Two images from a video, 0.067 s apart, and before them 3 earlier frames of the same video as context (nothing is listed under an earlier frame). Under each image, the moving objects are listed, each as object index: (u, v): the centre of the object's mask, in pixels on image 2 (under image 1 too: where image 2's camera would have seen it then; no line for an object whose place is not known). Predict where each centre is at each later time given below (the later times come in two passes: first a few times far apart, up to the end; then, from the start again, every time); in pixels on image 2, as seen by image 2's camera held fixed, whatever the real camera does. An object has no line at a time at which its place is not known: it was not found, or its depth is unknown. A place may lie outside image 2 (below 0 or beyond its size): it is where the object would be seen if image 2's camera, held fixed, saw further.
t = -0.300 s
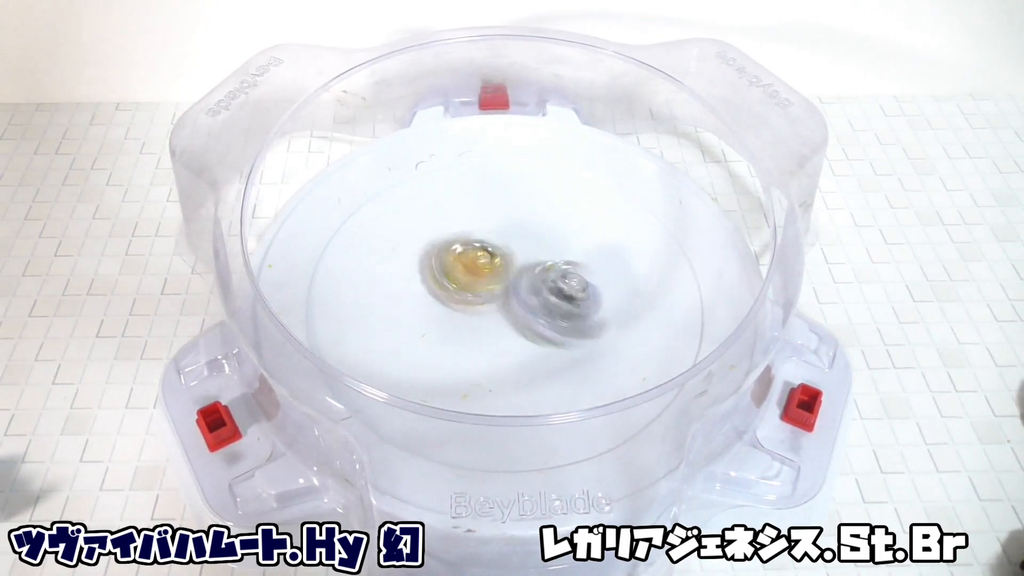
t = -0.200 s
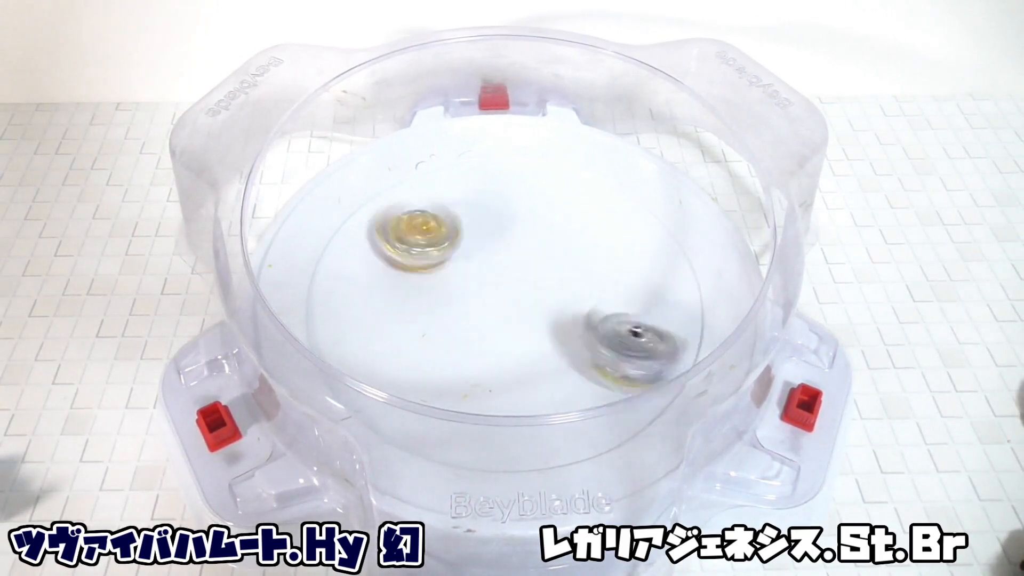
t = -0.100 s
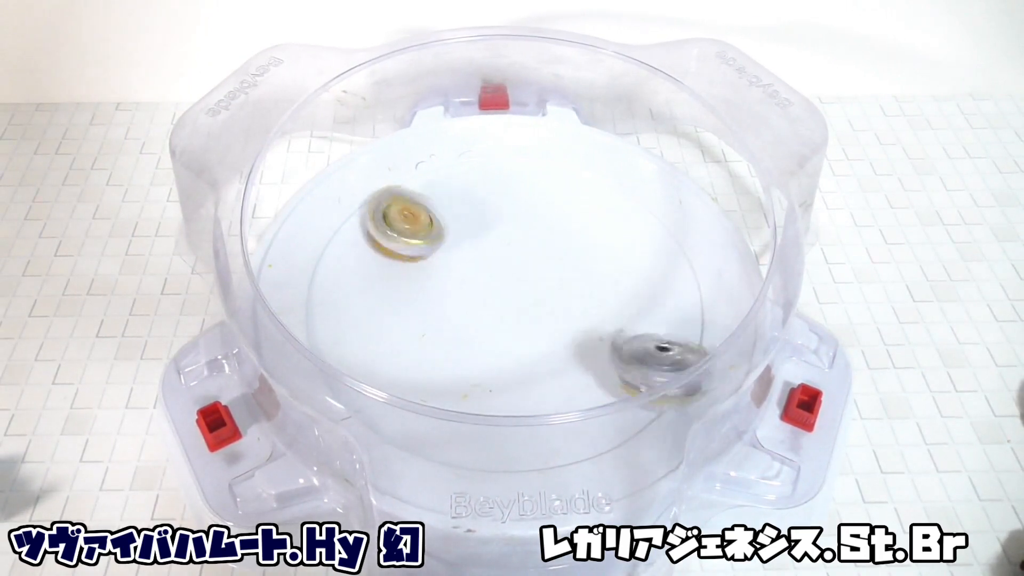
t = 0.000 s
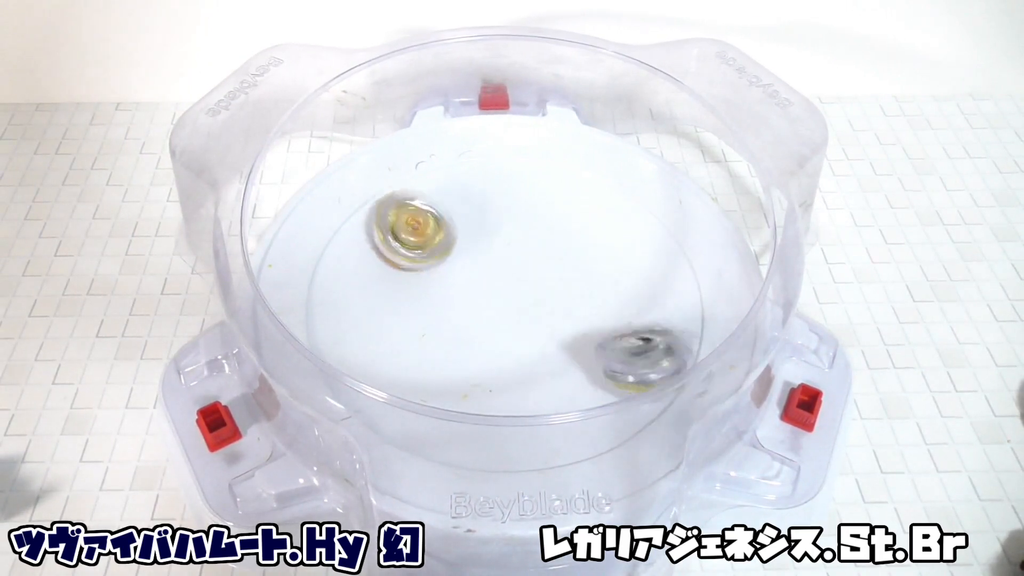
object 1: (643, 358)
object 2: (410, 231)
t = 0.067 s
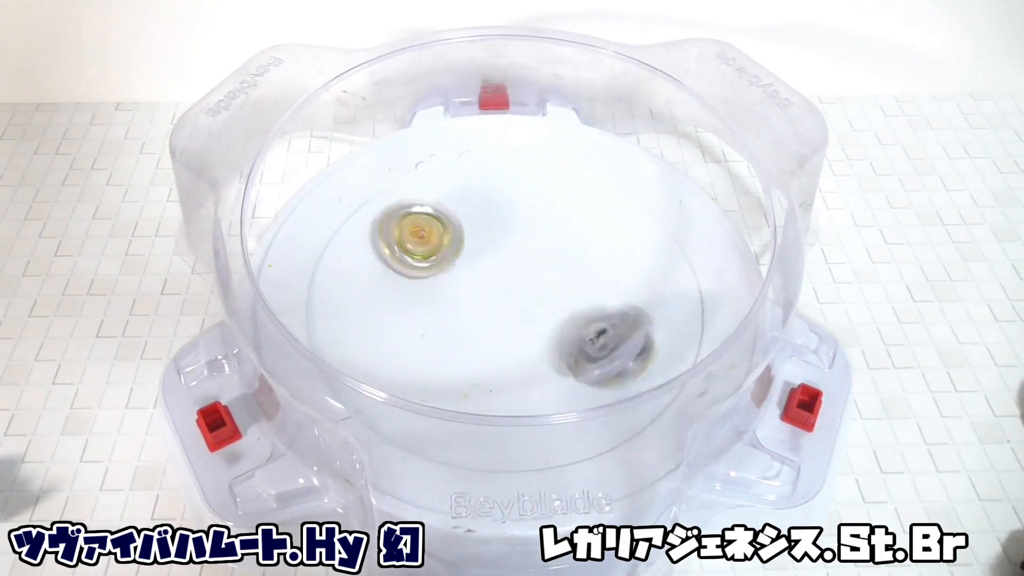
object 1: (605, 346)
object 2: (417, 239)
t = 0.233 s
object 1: (522, 288)
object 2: (444, 257)
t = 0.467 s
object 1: (532, 229)
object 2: (436, 262)
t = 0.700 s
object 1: (508, 232)
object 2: (423, 287)
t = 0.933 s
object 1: (518, 250)
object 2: (423, 303)
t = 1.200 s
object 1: (499, 267)
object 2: (427, 309)
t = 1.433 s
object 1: (538, 251)
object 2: (432, 317)
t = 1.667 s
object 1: (528, 267)
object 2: (442, 327)
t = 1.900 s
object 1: (532, 275)
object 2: (458, 335)
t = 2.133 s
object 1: (522, 274)
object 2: (466, 336)
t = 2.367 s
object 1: (520, 250)
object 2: (484, 332)
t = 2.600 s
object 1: (523, 248)
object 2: (521, 320)
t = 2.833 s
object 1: (517, 241)
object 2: (533, 316)
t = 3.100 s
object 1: (506, 245)
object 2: (531, 318)
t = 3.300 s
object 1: (507, 243)
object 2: (510, 316)
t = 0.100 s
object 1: (587, 340)
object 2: (421, 243)
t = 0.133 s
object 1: (570, 329)
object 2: (425, 245)
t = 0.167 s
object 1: (553, 318)
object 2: (430, 249)
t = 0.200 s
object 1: (536, 305)
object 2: (437, 253)
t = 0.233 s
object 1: (522, 288)
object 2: (444, 257)
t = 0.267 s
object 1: (522, 280)
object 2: (440, 254)
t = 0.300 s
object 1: (529, 268)
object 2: (433, 252)
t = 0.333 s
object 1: (534, 260)
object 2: (430, 253)
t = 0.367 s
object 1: (537, 248)
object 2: (433, 252)
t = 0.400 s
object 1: (538, 241)
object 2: (436, 257)
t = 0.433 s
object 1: (535, 234)
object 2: (437, 260)
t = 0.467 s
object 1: (532, 229)
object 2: (436, 262)
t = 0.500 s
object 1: (527, 223)
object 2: (434, 265)
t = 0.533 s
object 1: (523, 223)
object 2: (433, 269)
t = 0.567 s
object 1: (519, 225)
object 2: (434, 272)
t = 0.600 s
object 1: (514, 227)
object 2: (436, 273)
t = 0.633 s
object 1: (511, 230)
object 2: (435, 274)
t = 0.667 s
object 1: (507, 230)
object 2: (427, 279)
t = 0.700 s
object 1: (508, 232)
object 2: (423, 287)
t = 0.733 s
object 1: (508, 236)
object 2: (423, 292)
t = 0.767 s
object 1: (507, 238)
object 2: (424, 296)
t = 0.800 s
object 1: (510, 242)
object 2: (423, 298)
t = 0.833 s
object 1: (512, 246)
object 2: (419, 300)
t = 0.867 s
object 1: (515, 249)
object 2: (421, 301)
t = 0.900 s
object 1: (519, 250)
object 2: (422, 303)
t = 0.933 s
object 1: (518, 250)
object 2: (423, 303)
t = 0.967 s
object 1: (514, 254)
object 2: (420, 304)
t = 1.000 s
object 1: (511, 256)
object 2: (419, 307)
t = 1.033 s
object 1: (505, 258)
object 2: (423, 308)
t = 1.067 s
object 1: (504, 262)
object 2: (424, 307)
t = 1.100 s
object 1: (503, 263)
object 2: (423, 307)
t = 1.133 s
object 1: (507, 265)
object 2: (423, 309)
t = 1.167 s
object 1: (503, 264)
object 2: (427, 311)
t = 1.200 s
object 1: (499, 267)
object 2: (427, 309)
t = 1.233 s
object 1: (501, 273)
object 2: (427, 310)
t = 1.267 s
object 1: (510, 273)
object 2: (426, 314)
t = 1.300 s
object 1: (521, 268)
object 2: (426, 315)
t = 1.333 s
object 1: (527, 265)
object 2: (425, 314)
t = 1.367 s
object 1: (535, 261)
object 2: (425, 316)
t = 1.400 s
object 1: (537, 255)
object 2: (432, 318)
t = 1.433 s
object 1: (538, 251)
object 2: (432, 317)
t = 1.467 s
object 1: (537, 250)
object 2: (432, 320)
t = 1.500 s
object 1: (537, 248)
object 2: (436, 321)
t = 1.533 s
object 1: (539, 248)
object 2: (437, 321)
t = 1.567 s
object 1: (536, 250)
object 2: (436, 323)
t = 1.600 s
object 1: (534, 255)
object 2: (440, 325)
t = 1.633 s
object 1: (531, 261)
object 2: (441, 325)
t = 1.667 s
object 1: (528, 267)
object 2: (442, 327)
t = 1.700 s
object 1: (528, 272)
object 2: (447, 329)
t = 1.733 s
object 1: (525, 275)
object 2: (449, 329)
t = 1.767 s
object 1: (526, 276)
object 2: (449, 331)
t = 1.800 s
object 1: (527, 274)
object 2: (453, 333)
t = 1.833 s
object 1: (525, 273)
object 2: (454, 331)
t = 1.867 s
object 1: (529, 276)
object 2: (454, 333)
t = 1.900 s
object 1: (532, 275)
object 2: (458, 335)
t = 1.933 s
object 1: (532, 275)
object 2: (460, 334)
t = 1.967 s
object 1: (529, 276)
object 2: (458, 337)
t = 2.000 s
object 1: (527, 277)
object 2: (463, 337)
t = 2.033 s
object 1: (523, 279)
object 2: (463, 336)
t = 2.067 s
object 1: (518, 279)
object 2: (462, 338)
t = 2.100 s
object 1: (517, 276)
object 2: (469, 337)
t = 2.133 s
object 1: (522, 274)
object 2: (466, 336)
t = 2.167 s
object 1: (526, 270)
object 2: (470, 338)
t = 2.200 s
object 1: (528, 266)
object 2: (471, 335)
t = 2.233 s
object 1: (530, 262)
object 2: (470, 337)
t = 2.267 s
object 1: (528, 258)
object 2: (474, 336)
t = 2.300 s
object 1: (525, 255)
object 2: (474, 332)
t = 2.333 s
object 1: (522, 252)
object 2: (479, 334)
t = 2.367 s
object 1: (520, 250)
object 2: (484, 332)
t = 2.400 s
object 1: (519, 248)
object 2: (487, 330)
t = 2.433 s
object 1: (523, 249)
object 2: (495, 330)
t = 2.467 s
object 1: (527, 248)
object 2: (498, 326)
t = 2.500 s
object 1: (528, 250)
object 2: (504, 326)
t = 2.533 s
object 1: (528, 247)
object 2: (510, 323)
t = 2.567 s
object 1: (527, 249)
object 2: (519, 324)
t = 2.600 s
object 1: (523, 248)
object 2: (521, 320)
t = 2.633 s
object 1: (520, 247)
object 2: (528, 317)
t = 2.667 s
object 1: (516, 247)
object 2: (535, 317)
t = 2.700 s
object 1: (516, 243)
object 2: (535, 320)
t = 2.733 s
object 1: (518, 243)
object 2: (530, 322)
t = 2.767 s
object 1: (518, 240)
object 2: (530, 319)
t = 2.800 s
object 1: (518, 242)
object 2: (534, 319)
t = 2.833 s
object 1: (517, 241)
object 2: (533, 316)
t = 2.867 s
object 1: (515, 241)
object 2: (535, 319)
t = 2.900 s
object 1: (513, 242)
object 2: (530, 321)
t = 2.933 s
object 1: (511, 242)
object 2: (534, 319)
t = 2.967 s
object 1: (510, 243)
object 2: (531, 321)
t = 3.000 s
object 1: (509, 244)
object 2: (532, 317)
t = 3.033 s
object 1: (509, 244)
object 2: (533, 320)
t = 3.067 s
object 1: (508, 244)
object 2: (528, 318)
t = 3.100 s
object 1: (506, 245)
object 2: (531, 318)
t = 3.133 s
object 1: (504, 246)
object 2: (532, 320)
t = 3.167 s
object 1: (501, 248)
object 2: (529, 315)
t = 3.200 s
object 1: (500, 251)
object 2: (530, 316)
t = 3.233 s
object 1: (501, 247)
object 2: (521, 319)
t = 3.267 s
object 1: (503, 243)
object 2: (512, 316)
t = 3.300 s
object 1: (507, 243)
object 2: (510, 316)
